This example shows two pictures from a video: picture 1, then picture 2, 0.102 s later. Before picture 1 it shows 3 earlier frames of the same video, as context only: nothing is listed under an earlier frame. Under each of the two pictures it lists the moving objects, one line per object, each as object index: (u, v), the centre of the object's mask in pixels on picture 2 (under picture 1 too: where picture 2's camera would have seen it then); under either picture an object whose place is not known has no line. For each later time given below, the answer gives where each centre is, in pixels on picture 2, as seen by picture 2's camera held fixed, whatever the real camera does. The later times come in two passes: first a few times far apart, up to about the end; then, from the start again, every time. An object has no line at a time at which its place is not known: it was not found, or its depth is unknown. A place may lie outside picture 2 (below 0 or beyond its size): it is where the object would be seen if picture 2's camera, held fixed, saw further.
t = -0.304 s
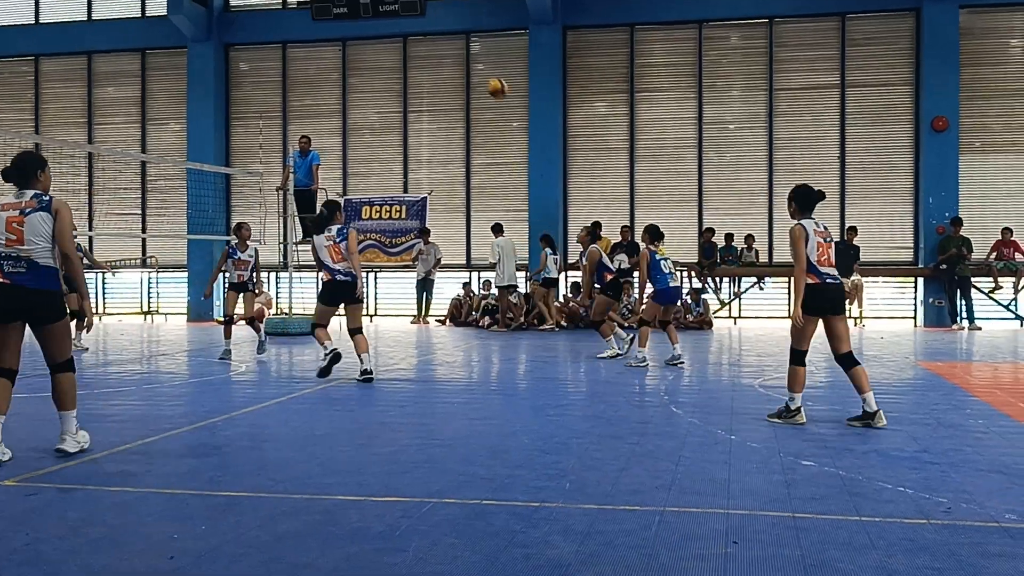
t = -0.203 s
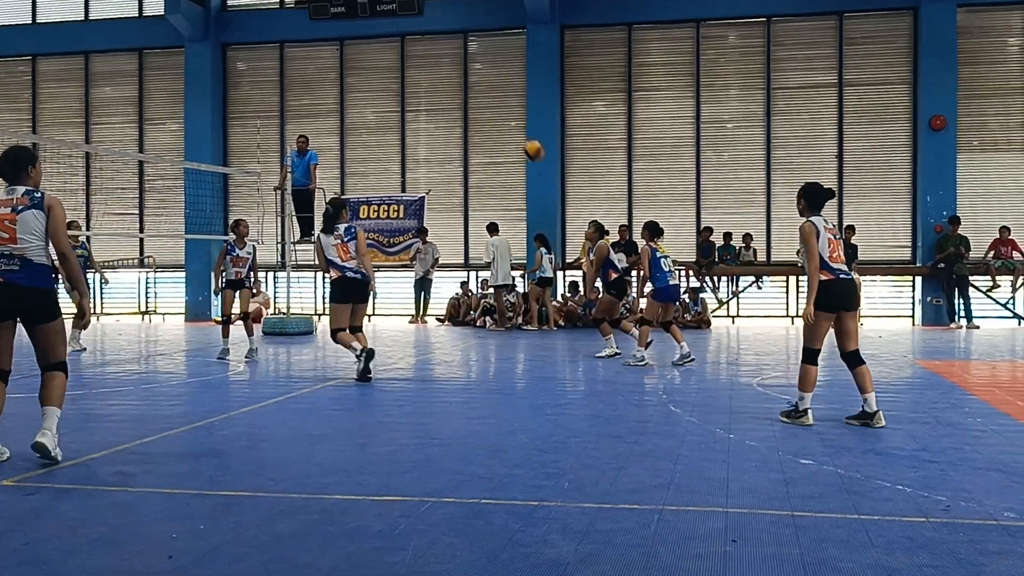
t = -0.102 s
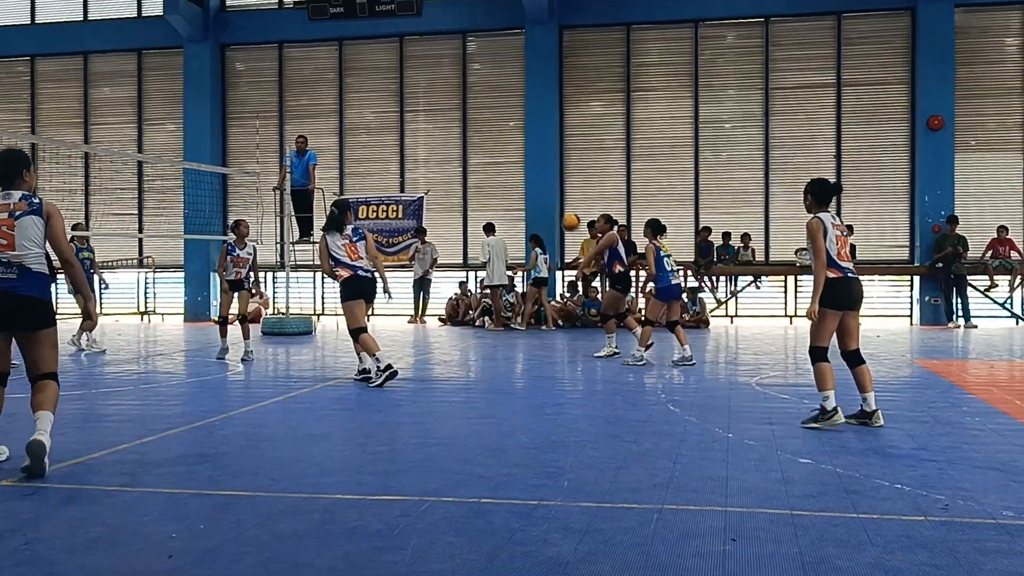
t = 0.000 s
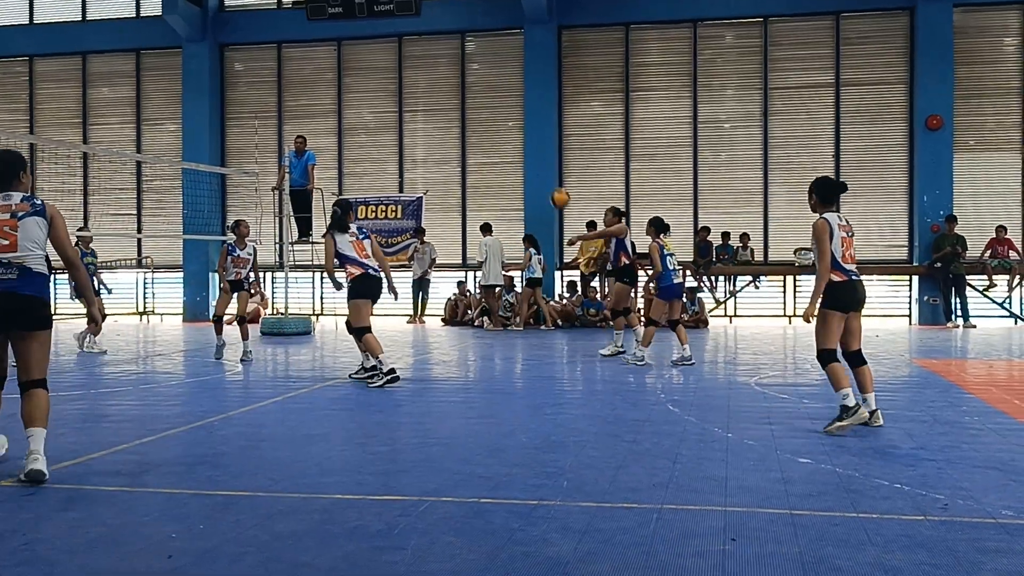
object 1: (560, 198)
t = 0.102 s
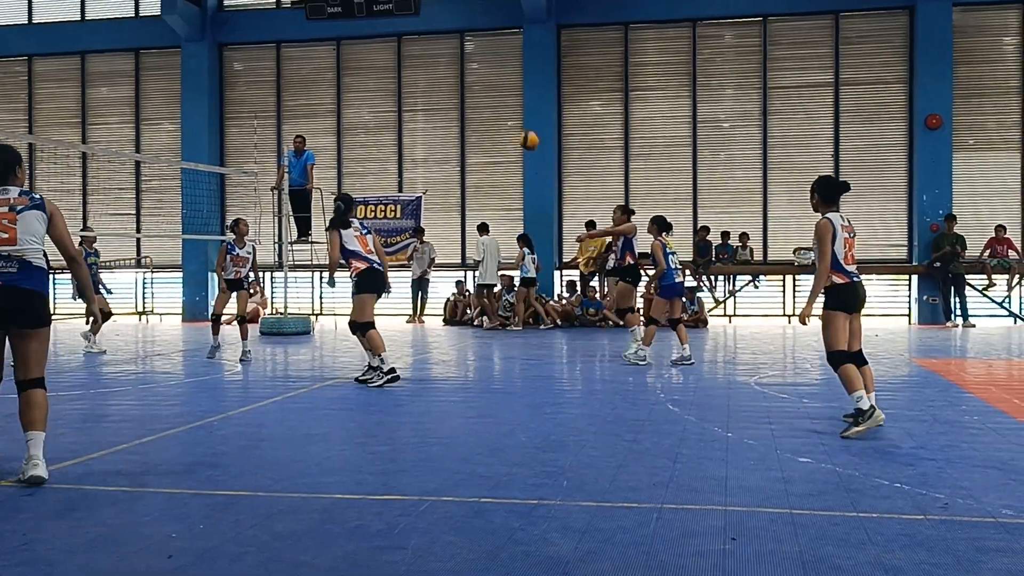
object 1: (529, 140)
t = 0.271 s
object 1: (477, 65)
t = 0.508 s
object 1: (409, 7)
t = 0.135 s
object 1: (518, 123)
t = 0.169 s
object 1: (509, 107)
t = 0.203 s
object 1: (498, 91)
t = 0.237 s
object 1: (487, 77)
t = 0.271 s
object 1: (477, 65)
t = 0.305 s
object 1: (468, 53)
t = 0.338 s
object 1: (457, 43)
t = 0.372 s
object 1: (448, 33)
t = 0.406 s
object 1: (438, 25)
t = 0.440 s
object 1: (427, 18)
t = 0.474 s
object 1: (418, 11)
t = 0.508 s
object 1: (409, 7)
